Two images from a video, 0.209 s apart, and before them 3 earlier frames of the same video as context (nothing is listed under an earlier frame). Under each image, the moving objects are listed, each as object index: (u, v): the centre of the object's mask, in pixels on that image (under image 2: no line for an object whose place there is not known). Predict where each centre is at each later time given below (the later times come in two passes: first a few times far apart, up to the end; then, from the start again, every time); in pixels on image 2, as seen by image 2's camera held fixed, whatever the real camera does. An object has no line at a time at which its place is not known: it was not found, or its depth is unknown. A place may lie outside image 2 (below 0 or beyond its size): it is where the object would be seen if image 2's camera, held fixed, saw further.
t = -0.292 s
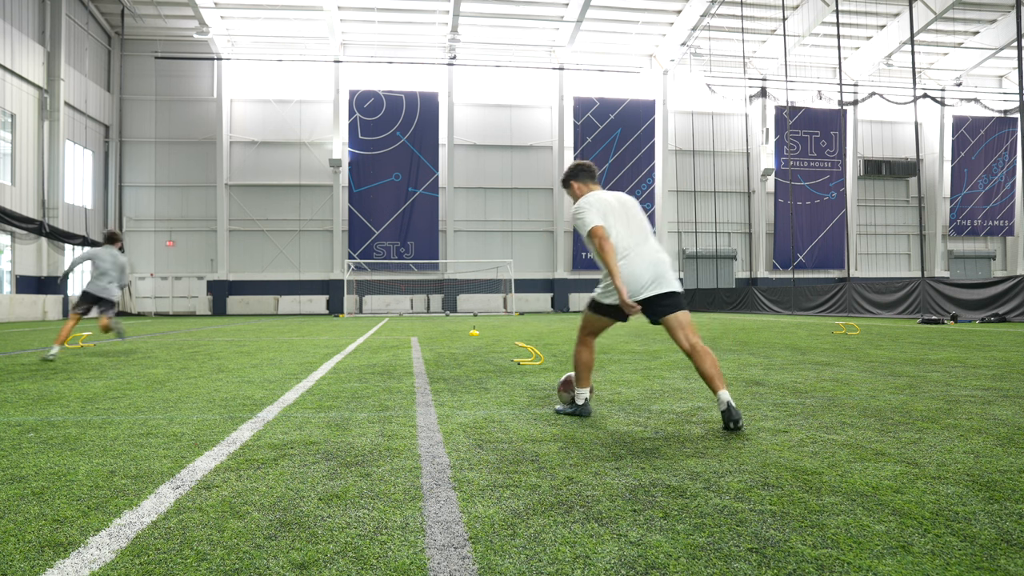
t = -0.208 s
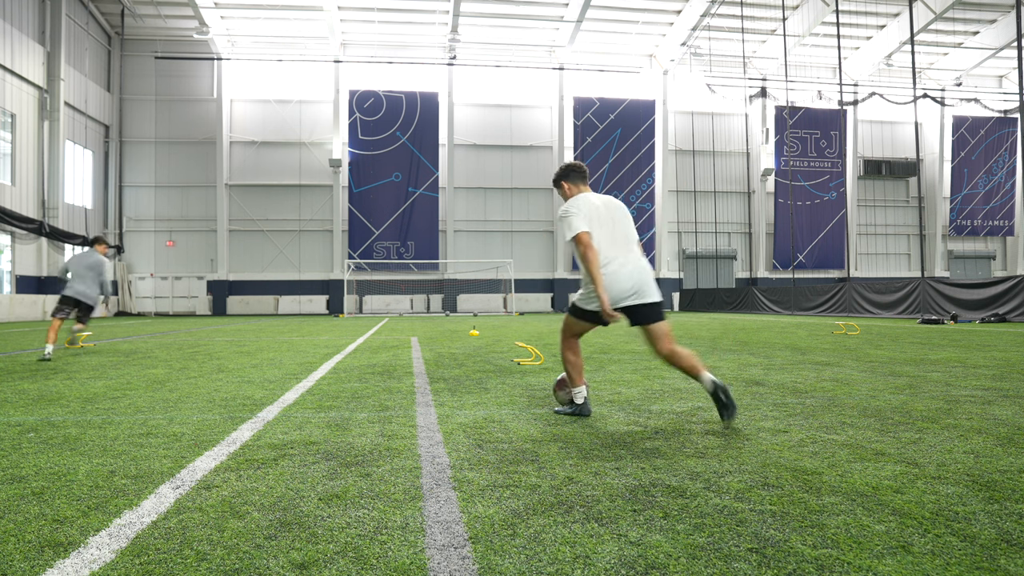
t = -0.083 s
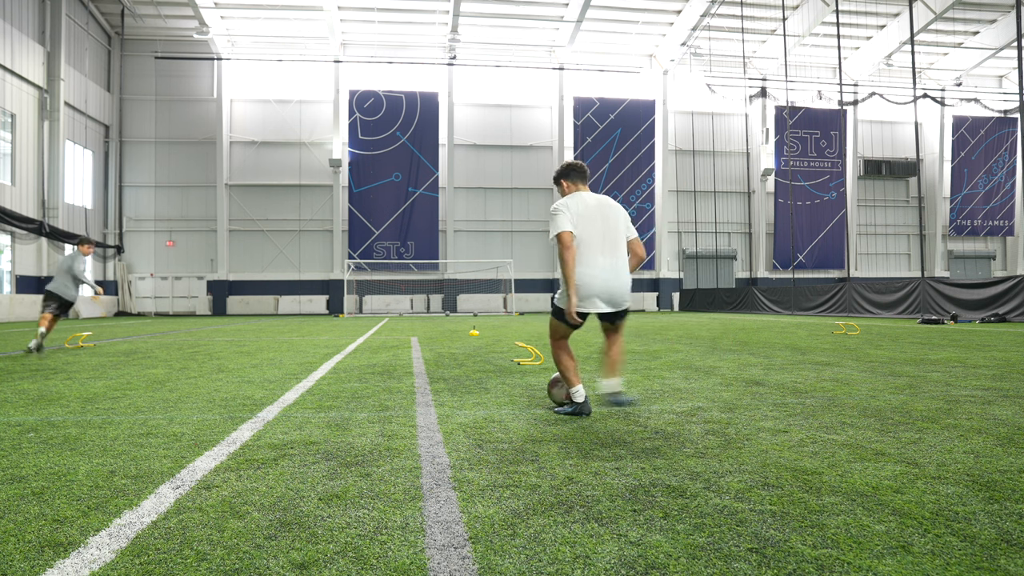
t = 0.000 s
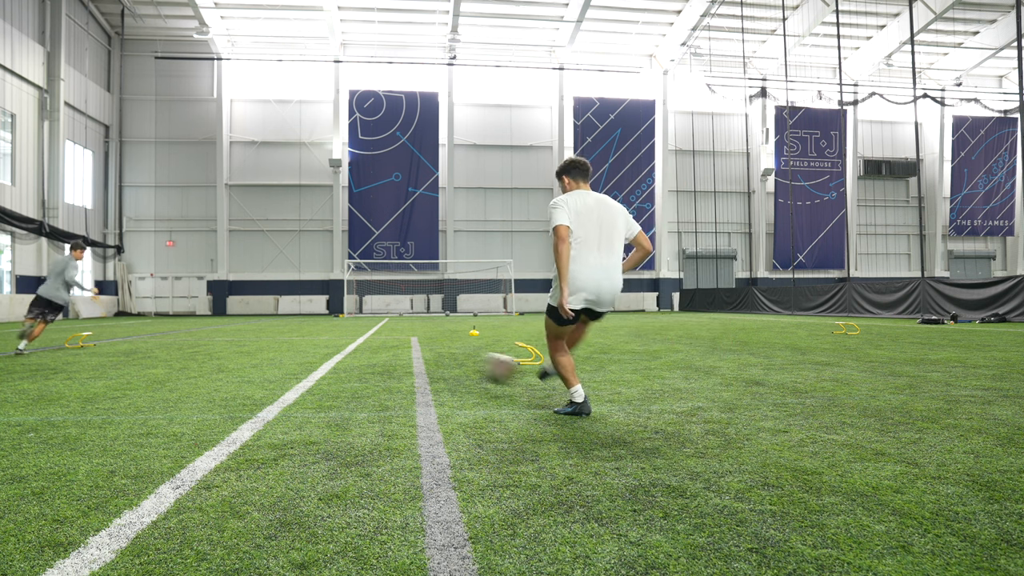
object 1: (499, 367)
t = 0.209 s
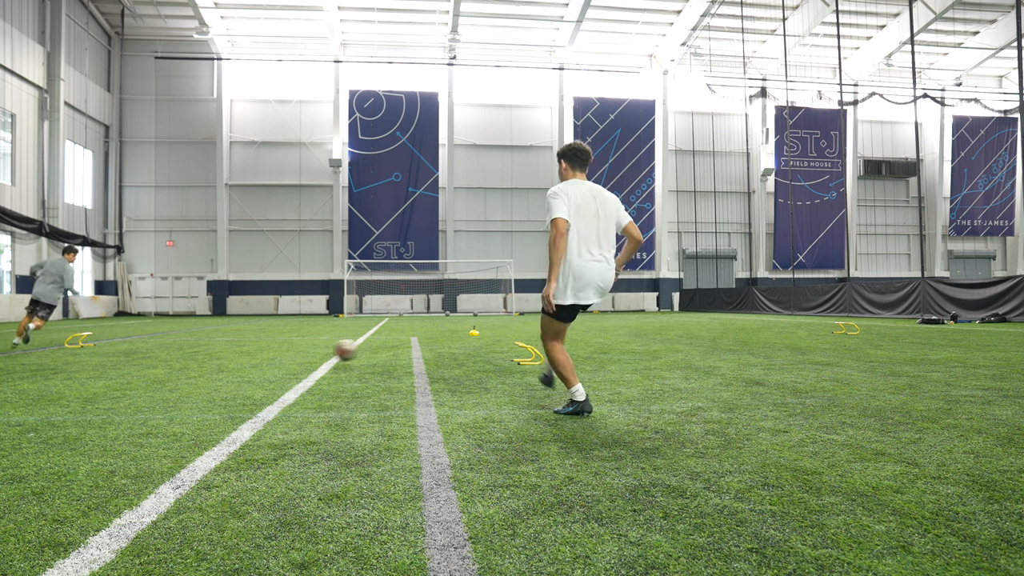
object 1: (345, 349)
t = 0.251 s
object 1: (326, 352)
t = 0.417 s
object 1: (279, 334)
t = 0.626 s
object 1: (241, 336)
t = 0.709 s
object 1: (230, 331)
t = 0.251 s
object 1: (326, 352)
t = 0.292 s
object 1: (313, 344)
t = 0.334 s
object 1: (300, 339)
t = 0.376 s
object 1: (290, 335)
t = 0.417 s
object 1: (279, 334)
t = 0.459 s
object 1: (270, 333)
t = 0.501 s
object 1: (261, 334)
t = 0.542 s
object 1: (253, 337)
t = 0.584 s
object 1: (247, 340)
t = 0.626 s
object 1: (241, 336)
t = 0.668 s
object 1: (235, 333)
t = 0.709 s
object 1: (230, 331)
